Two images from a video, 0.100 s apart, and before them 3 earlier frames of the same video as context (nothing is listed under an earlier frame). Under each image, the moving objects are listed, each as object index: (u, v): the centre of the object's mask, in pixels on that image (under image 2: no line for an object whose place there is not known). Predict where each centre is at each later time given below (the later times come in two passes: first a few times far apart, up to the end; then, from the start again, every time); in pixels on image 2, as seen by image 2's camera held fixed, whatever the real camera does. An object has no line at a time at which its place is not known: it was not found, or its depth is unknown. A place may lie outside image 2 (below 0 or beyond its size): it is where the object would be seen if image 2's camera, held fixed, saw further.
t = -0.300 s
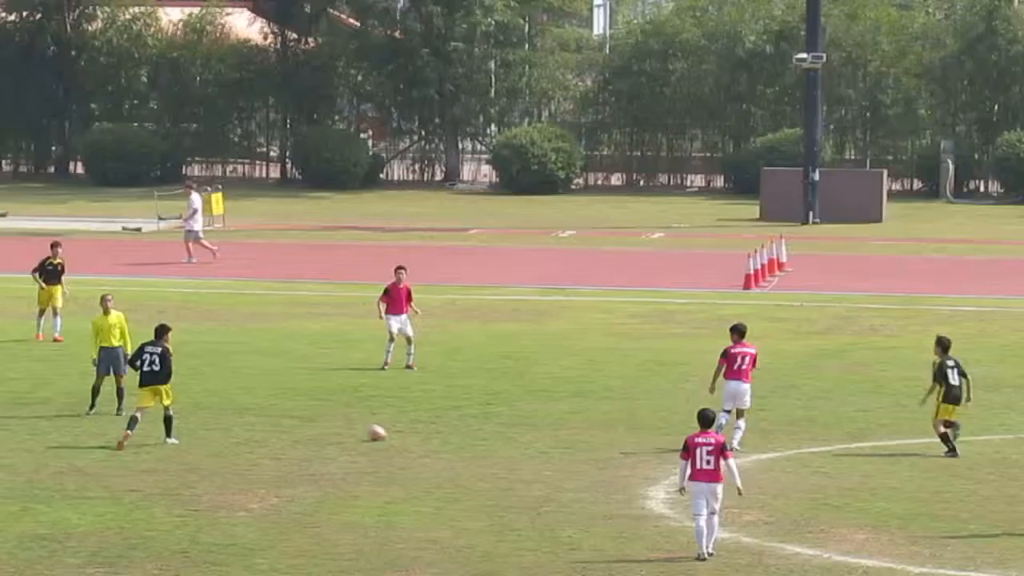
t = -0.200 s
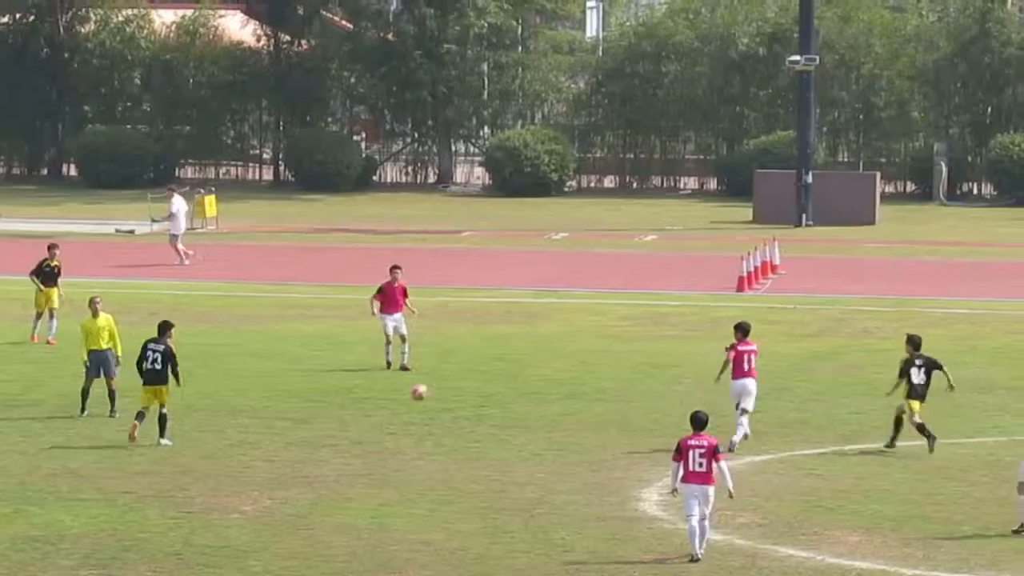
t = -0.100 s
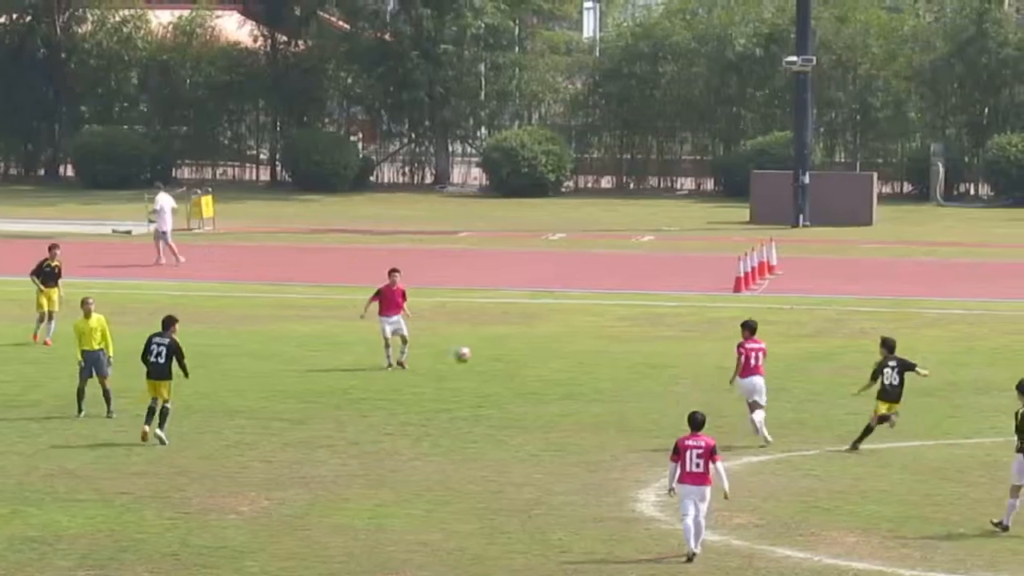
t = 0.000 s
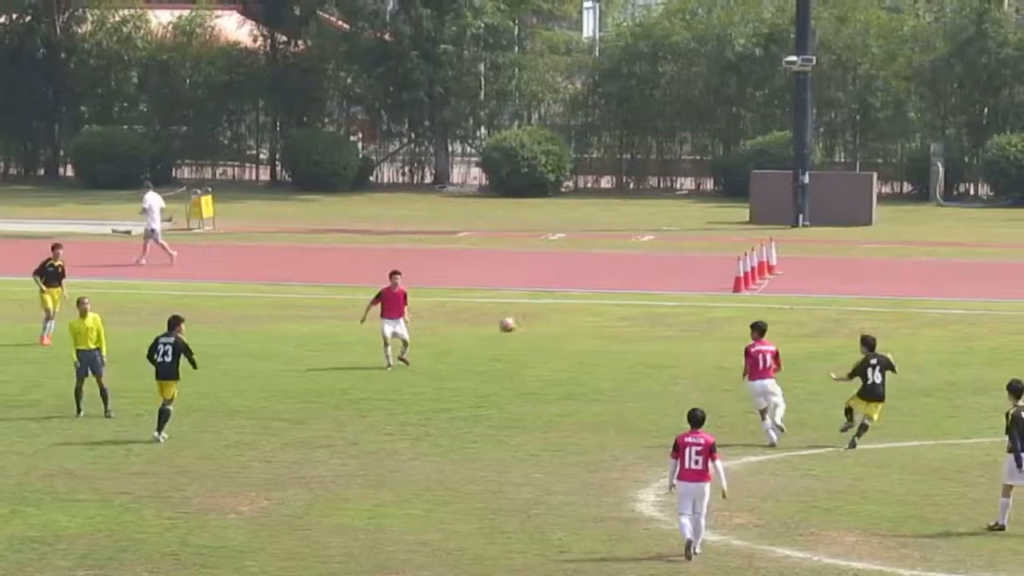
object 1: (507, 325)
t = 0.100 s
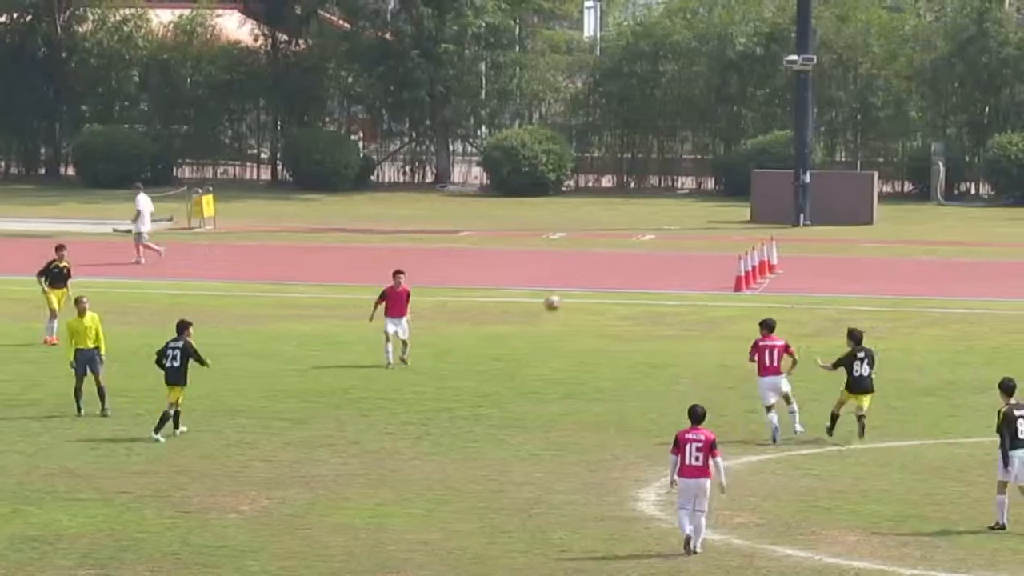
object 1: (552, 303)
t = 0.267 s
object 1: (622, 285)
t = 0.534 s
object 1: (729, 302)
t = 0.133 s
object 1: (566, 297)
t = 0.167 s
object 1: (580, 293)
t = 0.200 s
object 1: (595, 290)
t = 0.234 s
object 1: (609, 287)
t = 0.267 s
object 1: (622, 285)
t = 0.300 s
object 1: (637, 285)
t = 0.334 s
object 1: (650, 284)
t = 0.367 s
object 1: (663, 285)
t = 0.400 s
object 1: (677, 287)
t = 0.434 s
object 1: (690, 289)
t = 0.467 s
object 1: (703, 293)
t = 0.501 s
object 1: (717, 297)
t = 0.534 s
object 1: (729, 302)
